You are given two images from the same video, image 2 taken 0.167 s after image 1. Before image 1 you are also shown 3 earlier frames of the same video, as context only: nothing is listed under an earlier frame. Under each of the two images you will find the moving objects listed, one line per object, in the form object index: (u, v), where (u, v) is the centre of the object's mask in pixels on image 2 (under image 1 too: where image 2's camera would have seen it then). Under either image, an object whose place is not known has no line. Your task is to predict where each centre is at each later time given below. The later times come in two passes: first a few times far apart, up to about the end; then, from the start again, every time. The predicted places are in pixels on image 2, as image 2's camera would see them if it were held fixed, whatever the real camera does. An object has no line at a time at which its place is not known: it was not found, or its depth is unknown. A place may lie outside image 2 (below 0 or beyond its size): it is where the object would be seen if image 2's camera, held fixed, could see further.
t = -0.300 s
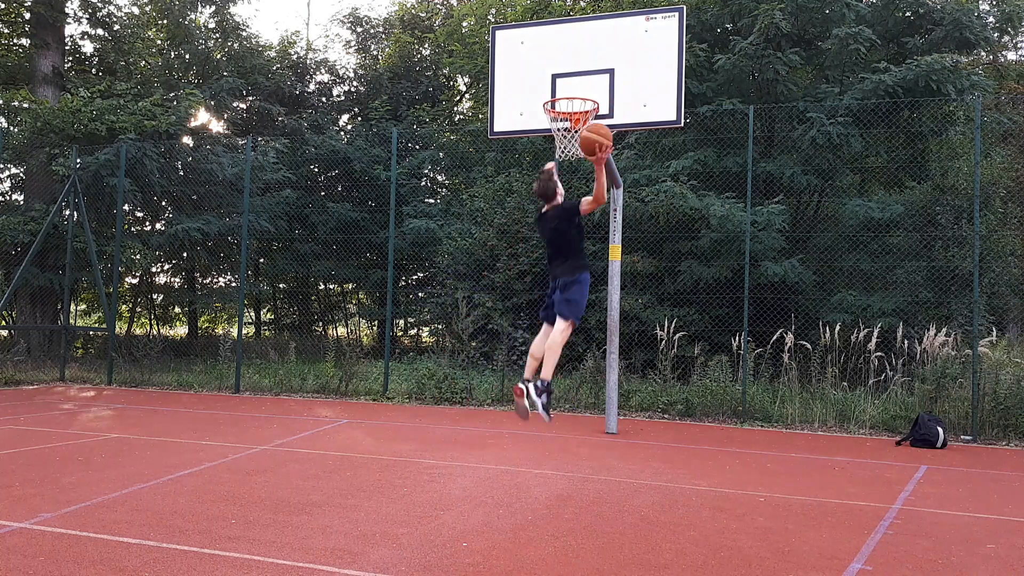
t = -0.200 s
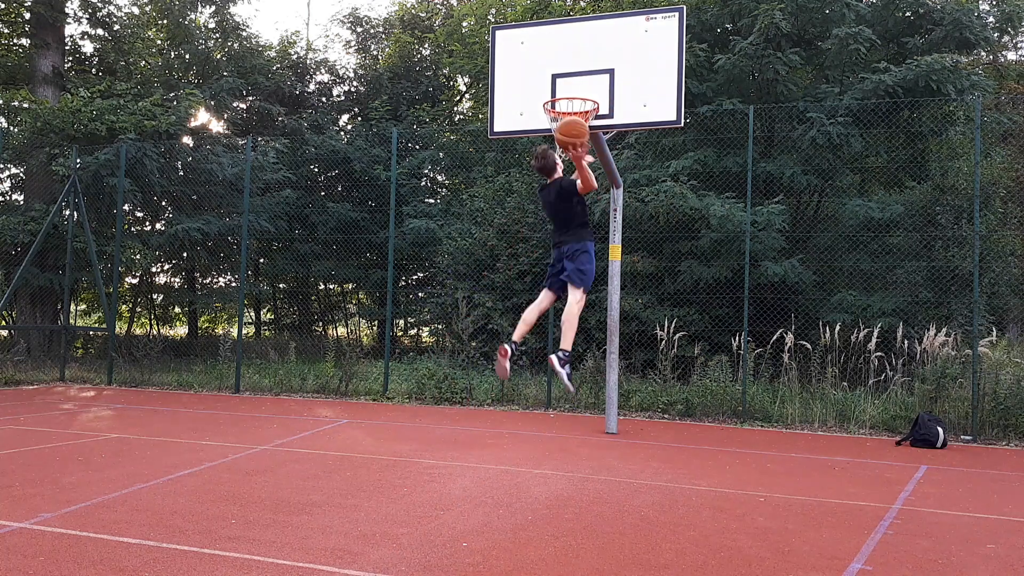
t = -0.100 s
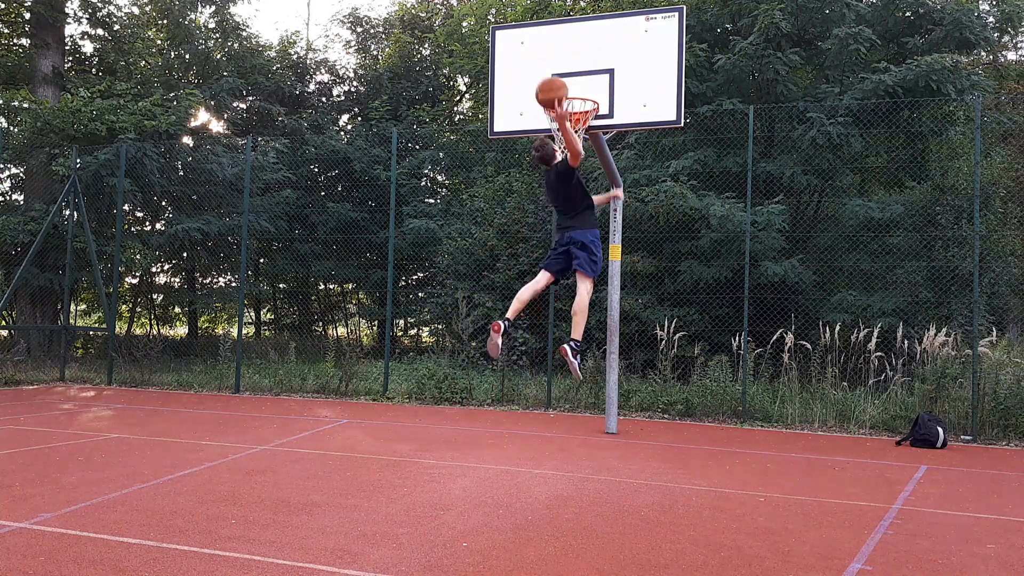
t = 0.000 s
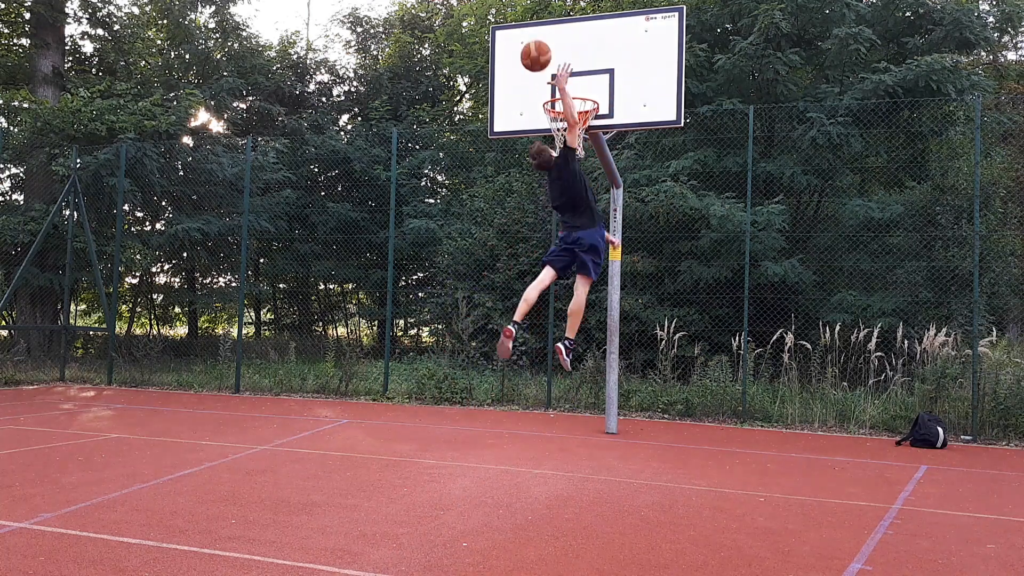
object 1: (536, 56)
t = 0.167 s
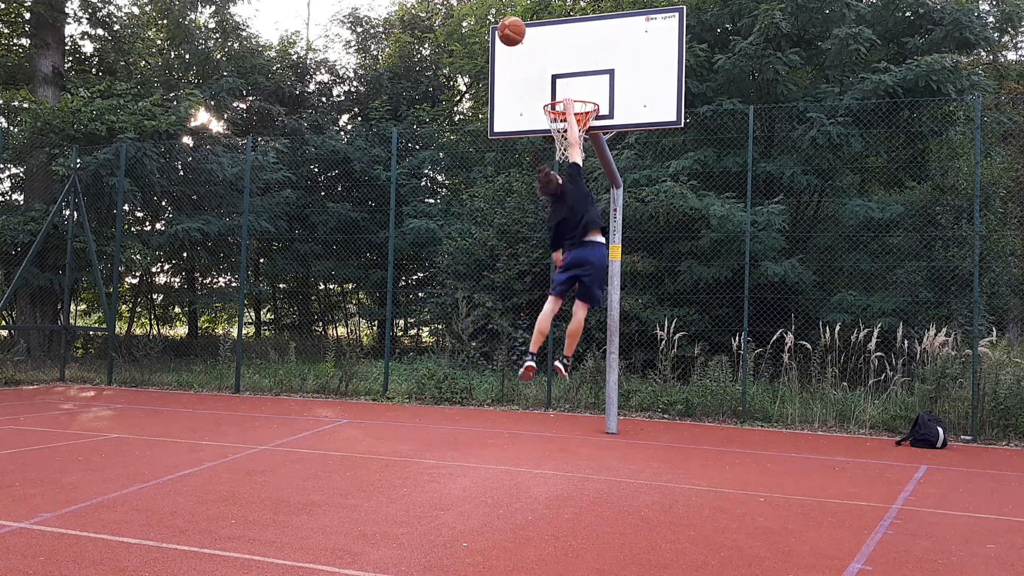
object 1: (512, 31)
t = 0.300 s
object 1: (494, 37)
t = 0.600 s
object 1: (442, 79)
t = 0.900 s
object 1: (378, 206)
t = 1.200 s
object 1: (306, 437)
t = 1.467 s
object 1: (278, 286)
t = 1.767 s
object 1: (242, 203)
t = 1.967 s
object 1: (216, 202)
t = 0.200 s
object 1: (507, 30)
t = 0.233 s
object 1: (502, 31)
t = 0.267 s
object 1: (498, 33)
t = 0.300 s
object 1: (494, 37)
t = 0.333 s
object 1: (490, 40)
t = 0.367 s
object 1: (486, 46)
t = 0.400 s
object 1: (482, 50)
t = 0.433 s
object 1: (476, 52)
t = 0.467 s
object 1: (469, 55)
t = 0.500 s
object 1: (463, 59)
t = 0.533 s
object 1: (456, 65)
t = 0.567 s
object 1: (448, 72)
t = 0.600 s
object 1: (442, 79)
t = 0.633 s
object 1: (435, 89)
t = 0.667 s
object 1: (428, 99)
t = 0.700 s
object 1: (421, 110)
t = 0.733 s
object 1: (414, 123)
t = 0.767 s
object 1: (406, 137)
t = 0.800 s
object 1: (400, 152)
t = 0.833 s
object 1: (392, 169)
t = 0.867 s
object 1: (385, 186)
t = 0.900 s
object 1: (378, 206)
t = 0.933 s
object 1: (370, 225)
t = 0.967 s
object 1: (363, 247)
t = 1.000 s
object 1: (355, 270)
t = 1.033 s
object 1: (347, 294)
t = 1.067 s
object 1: (339, 320)
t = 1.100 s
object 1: (331, 349)
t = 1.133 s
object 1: (323, 376)
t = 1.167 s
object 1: (315, 407)
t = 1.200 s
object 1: (306, 437)
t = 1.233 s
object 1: (302, 416)
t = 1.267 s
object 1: (299, 394)
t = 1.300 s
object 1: (296, 373)
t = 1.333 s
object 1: (293, 353)
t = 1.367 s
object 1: (289, 335)
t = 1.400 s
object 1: (286, 317)
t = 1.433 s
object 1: (282, 301)
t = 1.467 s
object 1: (278, 286)
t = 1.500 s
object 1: (275, 272)
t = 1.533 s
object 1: (271, 259)
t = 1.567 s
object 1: (267, 248)
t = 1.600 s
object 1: (263, 238)
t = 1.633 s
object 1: (259, 229)
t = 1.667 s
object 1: (255, 220)
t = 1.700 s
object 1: (251, 213)
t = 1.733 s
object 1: (246, 208)
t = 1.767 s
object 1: (242, 203)
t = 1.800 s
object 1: (238, 200)
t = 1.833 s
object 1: (234, 198)
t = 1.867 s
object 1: (229, 197)
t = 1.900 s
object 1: (225, 197)
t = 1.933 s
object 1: (220, 199)
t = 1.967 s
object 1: (216, 202)
